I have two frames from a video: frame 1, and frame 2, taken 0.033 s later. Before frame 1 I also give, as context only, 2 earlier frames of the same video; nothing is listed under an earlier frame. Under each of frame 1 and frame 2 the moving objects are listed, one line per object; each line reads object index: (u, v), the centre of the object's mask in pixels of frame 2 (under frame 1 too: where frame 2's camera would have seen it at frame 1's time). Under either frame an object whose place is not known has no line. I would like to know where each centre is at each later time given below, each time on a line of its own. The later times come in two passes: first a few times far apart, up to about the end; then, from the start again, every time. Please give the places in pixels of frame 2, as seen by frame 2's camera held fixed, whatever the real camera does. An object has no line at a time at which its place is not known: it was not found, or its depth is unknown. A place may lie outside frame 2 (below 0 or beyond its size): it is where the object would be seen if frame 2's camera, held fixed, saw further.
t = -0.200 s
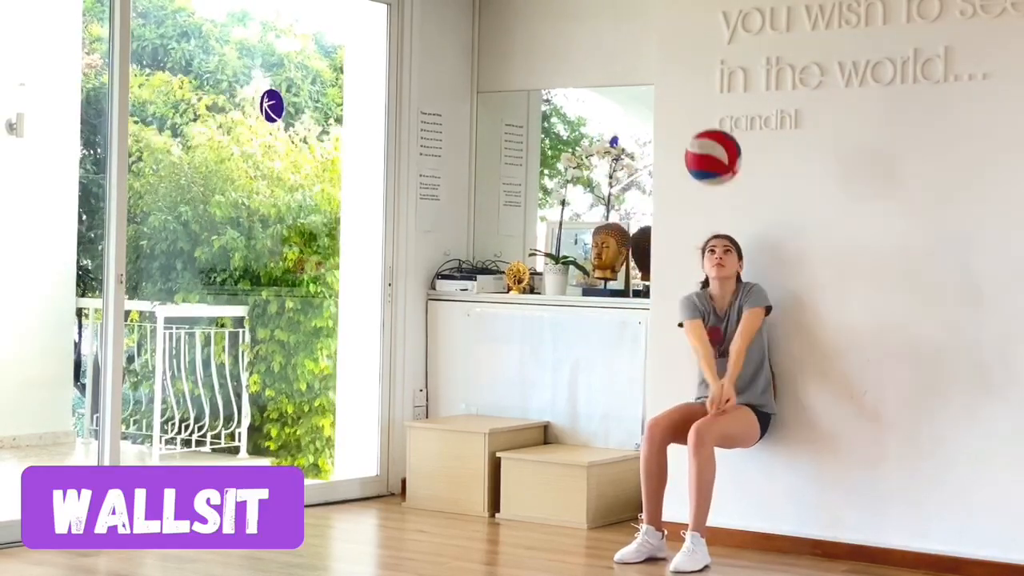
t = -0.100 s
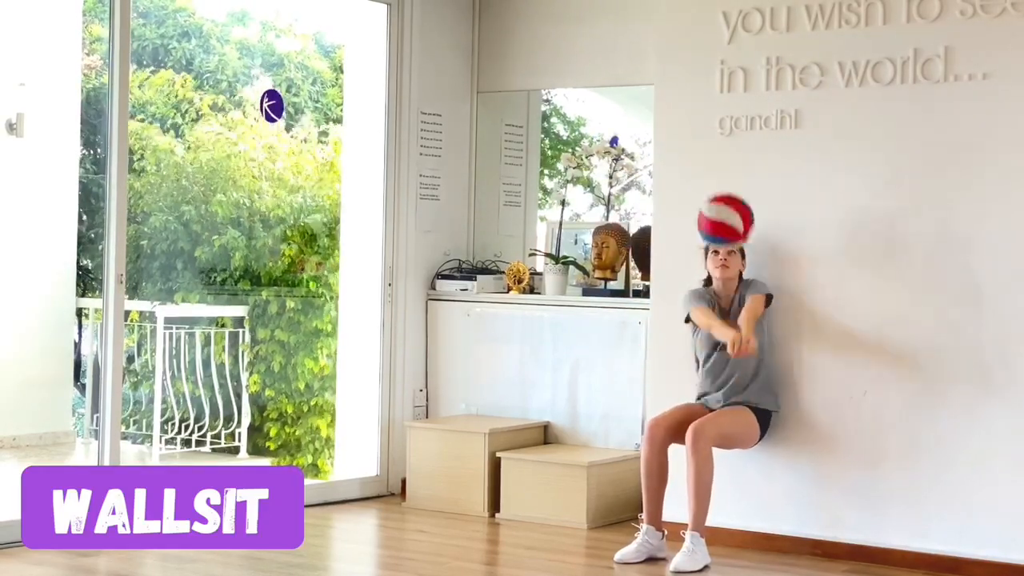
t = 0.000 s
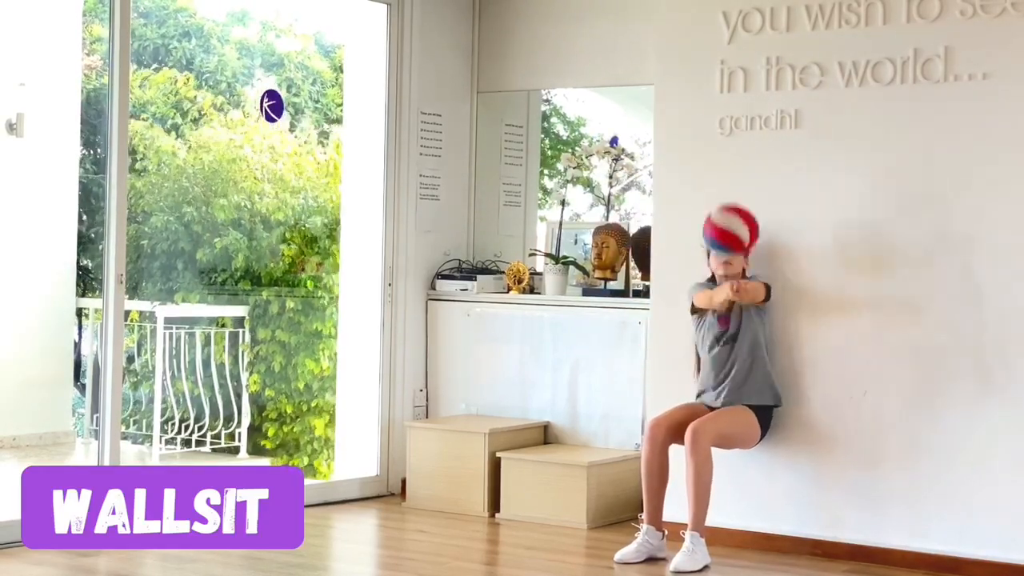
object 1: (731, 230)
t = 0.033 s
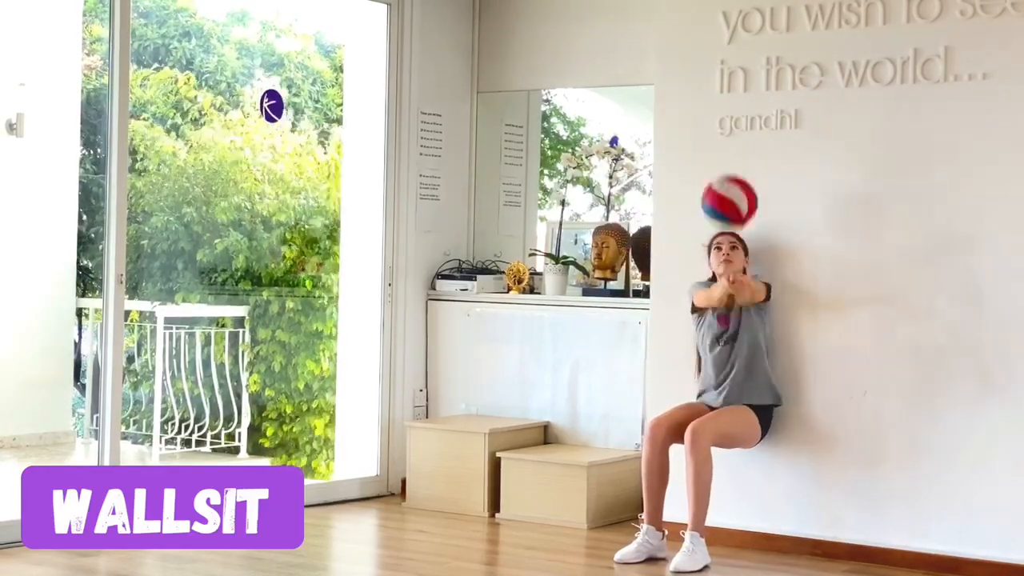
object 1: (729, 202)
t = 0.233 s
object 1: (720, 91)
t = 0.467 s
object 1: (706, 88)
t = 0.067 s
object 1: (728, 176)
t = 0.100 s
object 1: (726, 154)
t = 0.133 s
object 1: (725, 133)
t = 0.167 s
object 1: (723, 117)
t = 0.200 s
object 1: (722, 102)
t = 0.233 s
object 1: (720, 91)
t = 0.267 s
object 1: (718, 82)
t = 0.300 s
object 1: (716, 77)
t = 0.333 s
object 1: (714, 74)
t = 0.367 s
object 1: (713, 73)
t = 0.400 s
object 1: (711, 76)
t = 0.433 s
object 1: (708, 81)
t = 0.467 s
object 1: (706, 88)
